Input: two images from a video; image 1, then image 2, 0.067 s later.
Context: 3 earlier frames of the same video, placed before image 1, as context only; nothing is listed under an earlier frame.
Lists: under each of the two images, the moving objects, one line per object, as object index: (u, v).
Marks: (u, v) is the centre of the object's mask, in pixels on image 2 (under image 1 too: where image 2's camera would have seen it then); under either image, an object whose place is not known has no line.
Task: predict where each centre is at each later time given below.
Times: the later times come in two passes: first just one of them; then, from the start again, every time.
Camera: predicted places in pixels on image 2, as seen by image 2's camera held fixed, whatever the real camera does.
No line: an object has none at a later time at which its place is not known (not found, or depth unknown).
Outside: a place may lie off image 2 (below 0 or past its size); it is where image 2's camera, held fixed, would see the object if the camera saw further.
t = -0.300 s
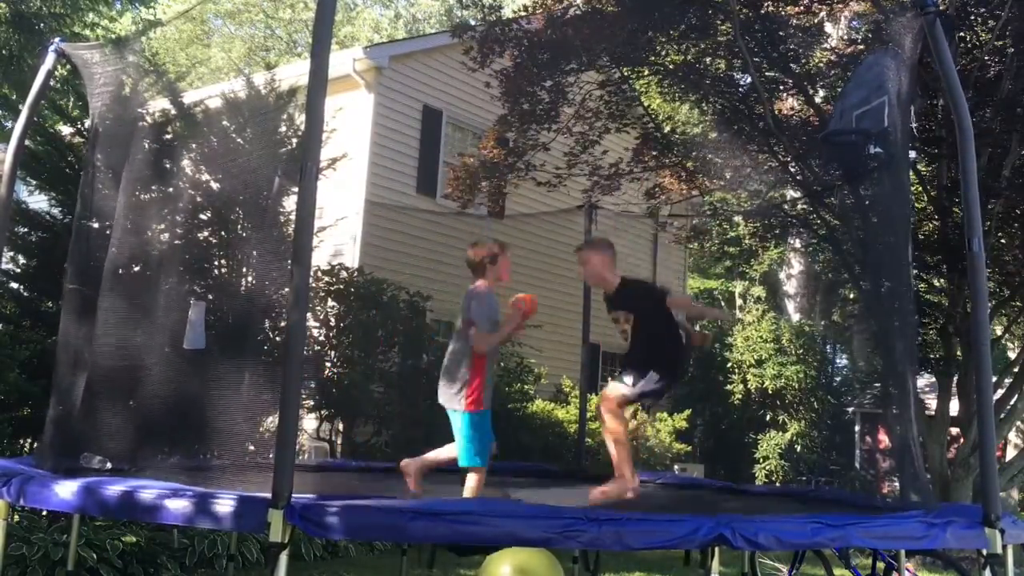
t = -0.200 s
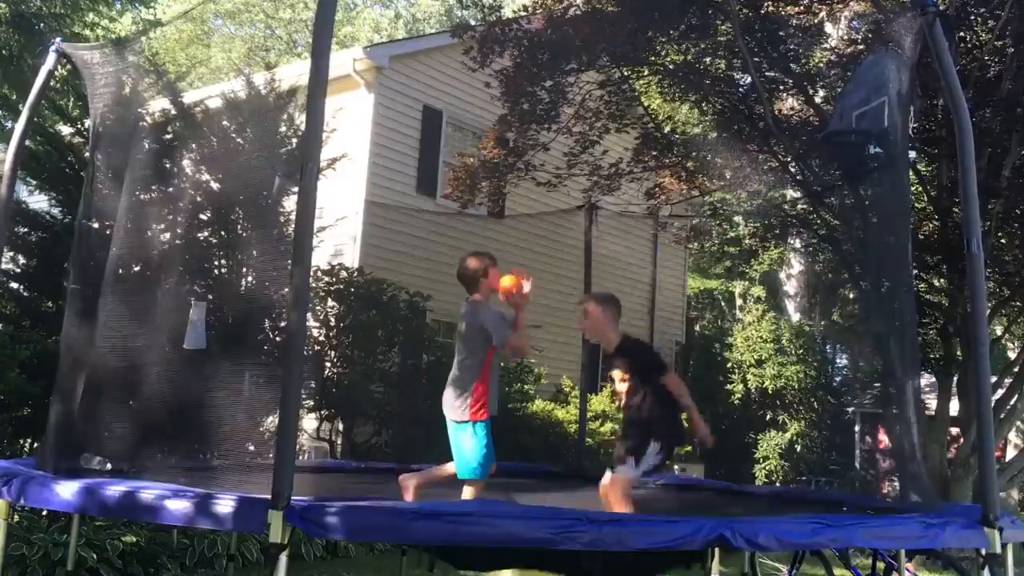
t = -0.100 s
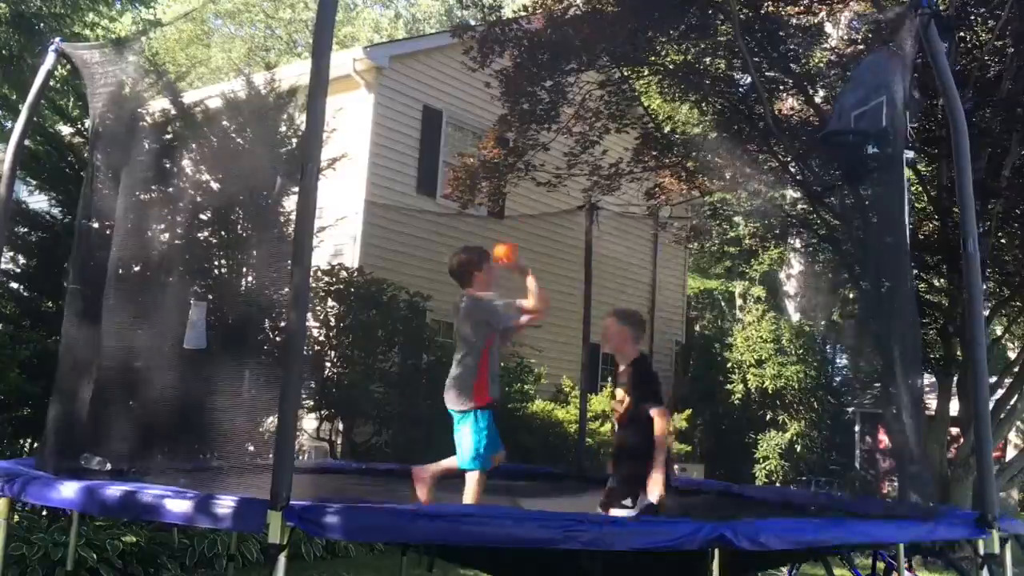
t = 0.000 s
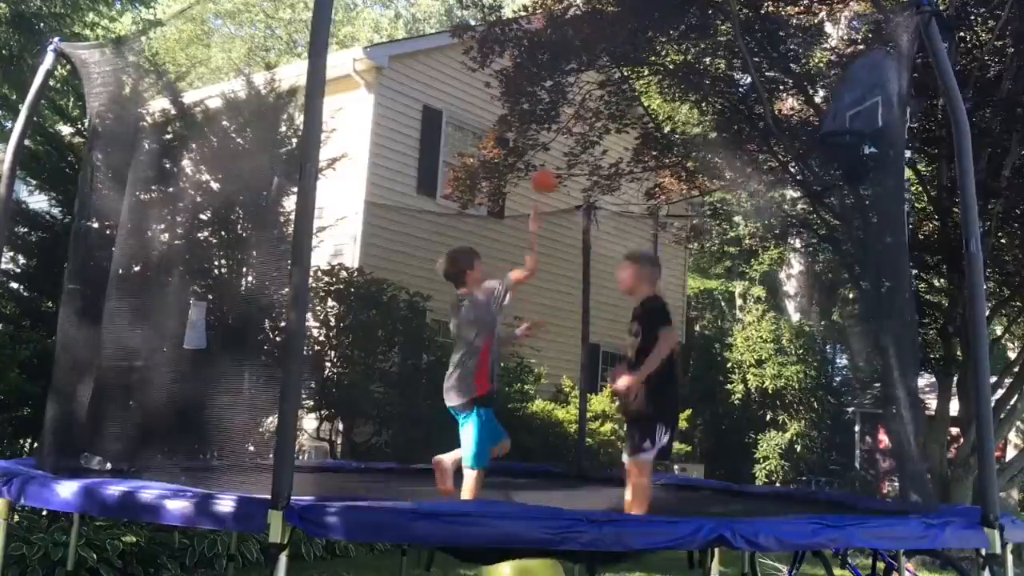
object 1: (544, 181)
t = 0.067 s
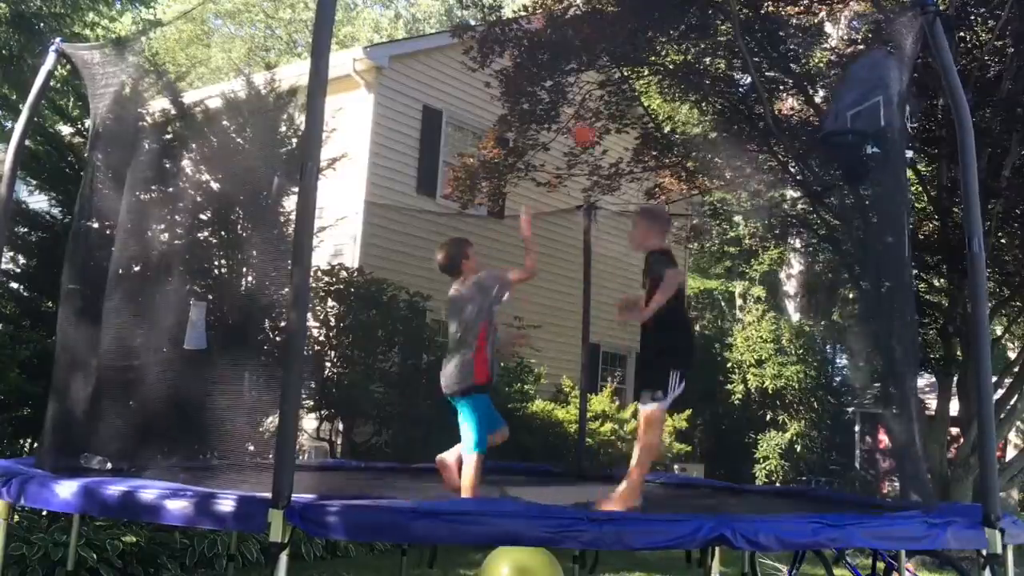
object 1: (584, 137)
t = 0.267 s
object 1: (685, 51)
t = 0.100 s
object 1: (600, 116)
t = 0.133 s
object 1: (620, 97)
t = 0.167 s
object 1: (635, 84)
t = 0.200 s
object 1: (653, 70)
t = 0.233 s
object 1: (668, 60)
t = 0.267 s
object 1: (685, 51)
